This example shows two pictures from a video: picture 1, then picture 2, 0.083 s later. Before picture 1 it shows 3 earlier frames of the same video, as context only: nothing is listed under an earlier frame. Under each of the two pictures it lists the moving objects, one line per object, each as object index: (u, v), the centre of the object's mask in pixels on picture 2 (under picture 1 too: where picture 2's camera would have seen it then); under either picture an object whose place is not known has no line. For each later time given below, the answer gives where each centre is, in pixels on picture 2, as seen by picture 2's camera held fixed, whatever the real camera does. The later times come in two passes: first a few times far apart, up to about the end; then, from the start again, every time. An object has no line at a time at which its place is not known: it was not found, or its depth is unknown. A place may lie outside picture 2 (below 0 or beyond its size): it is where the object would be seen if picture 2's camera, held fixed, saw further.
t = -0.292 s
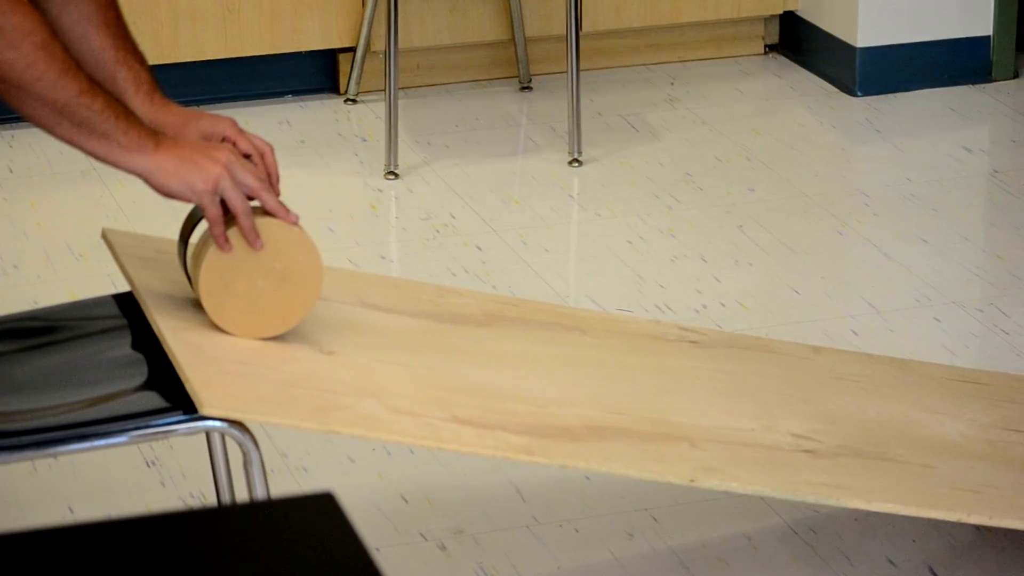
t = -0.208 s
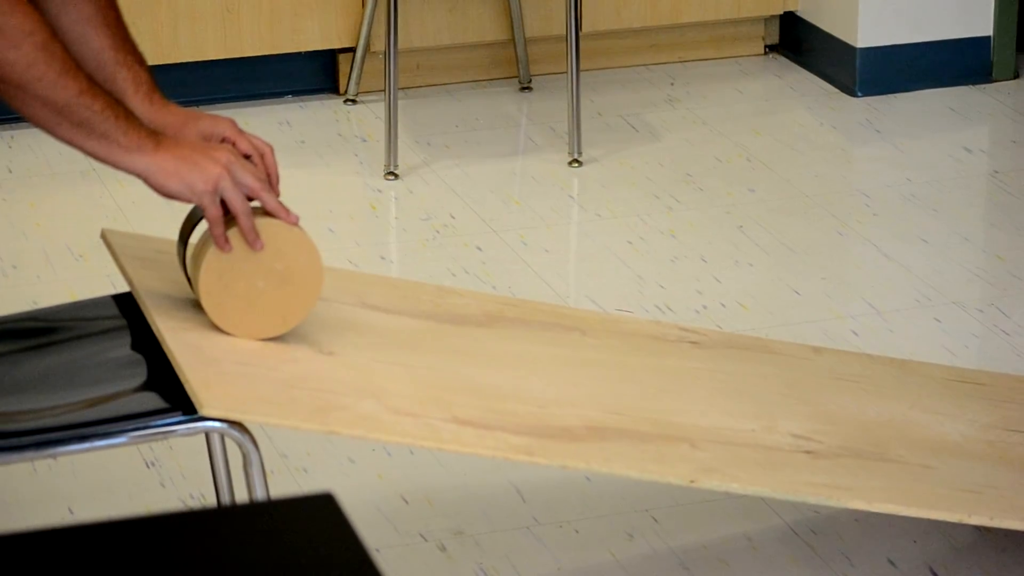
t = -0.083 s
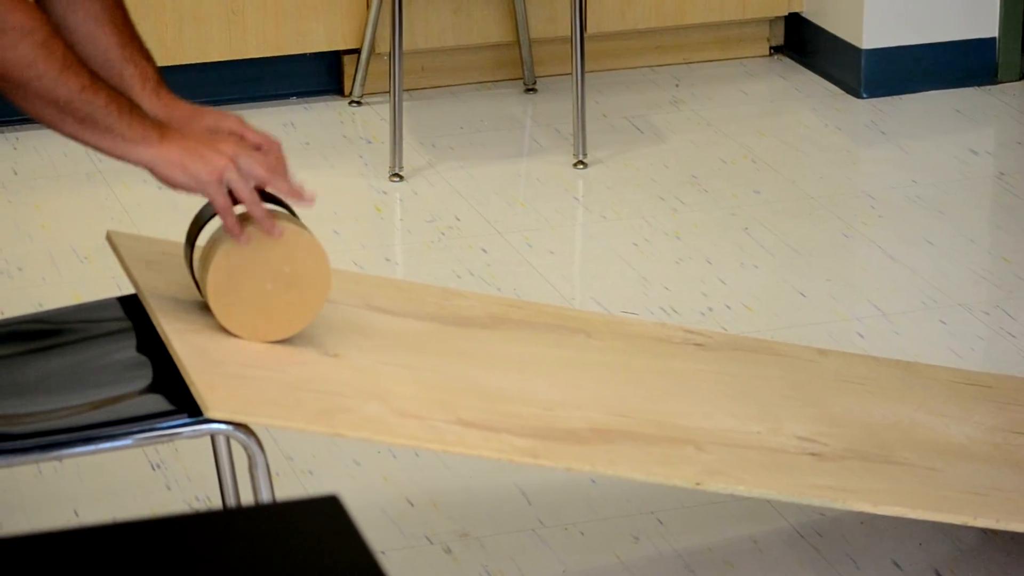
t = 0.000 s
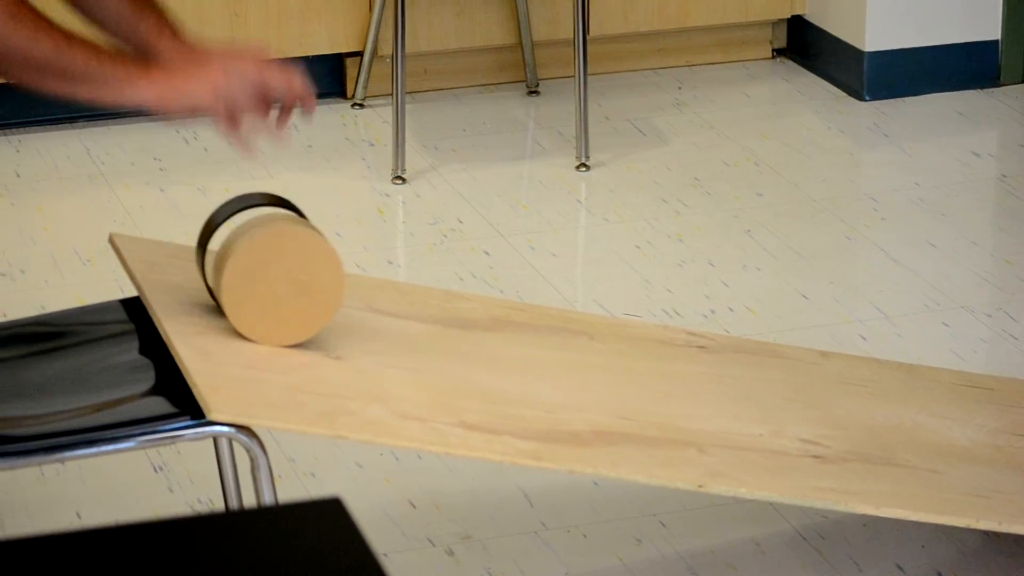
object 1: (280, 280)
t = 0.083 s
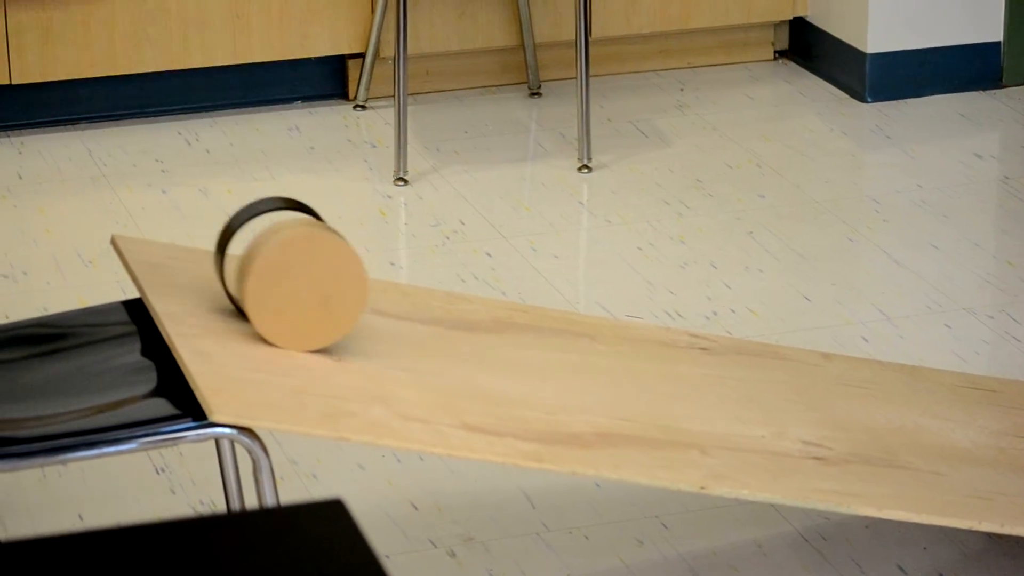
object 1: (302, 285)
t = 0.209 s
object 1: (353, 293)
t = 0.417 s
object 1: (486, 315)
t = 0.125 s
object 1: (316, 287)
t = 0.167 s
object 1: (333, 290)
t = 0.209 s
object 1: (353, 293)
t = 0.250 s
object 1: (374, 296)
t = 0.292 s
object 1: (399, 301)
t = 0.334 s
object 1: (426, 305)
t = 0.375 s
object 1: (455, 310)
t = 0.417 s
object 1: (486, 315)
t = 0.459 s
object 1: (519, 321)
